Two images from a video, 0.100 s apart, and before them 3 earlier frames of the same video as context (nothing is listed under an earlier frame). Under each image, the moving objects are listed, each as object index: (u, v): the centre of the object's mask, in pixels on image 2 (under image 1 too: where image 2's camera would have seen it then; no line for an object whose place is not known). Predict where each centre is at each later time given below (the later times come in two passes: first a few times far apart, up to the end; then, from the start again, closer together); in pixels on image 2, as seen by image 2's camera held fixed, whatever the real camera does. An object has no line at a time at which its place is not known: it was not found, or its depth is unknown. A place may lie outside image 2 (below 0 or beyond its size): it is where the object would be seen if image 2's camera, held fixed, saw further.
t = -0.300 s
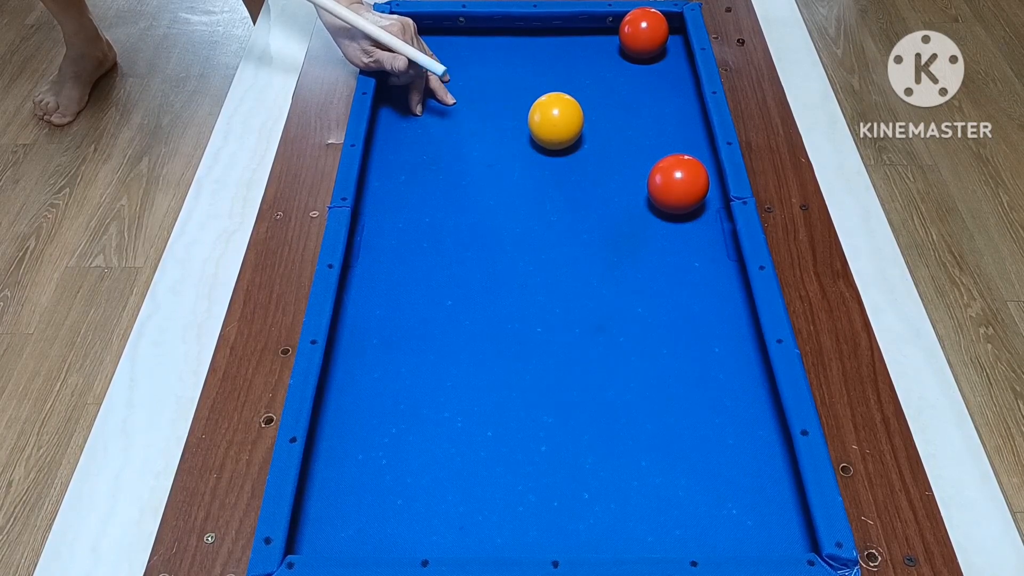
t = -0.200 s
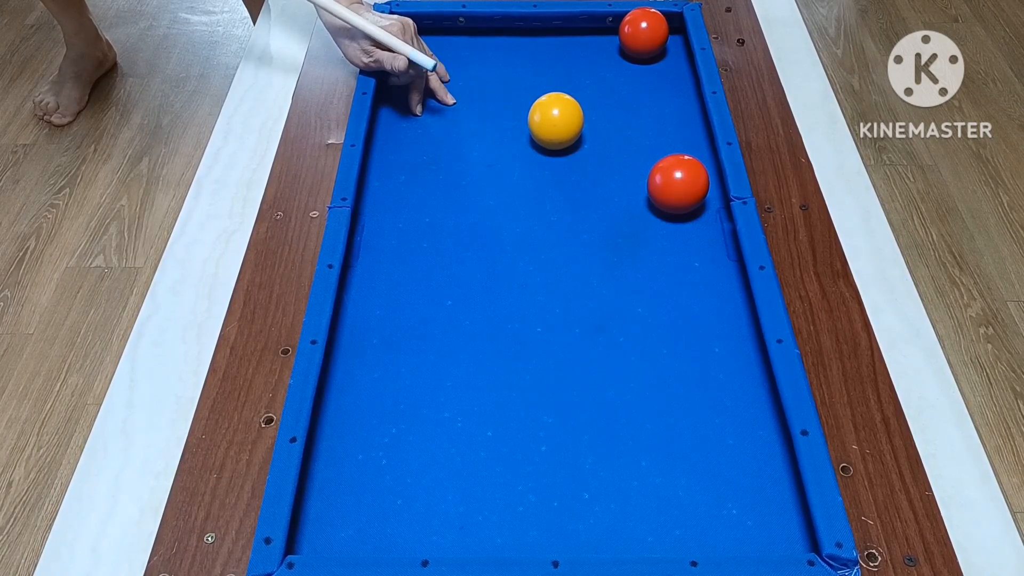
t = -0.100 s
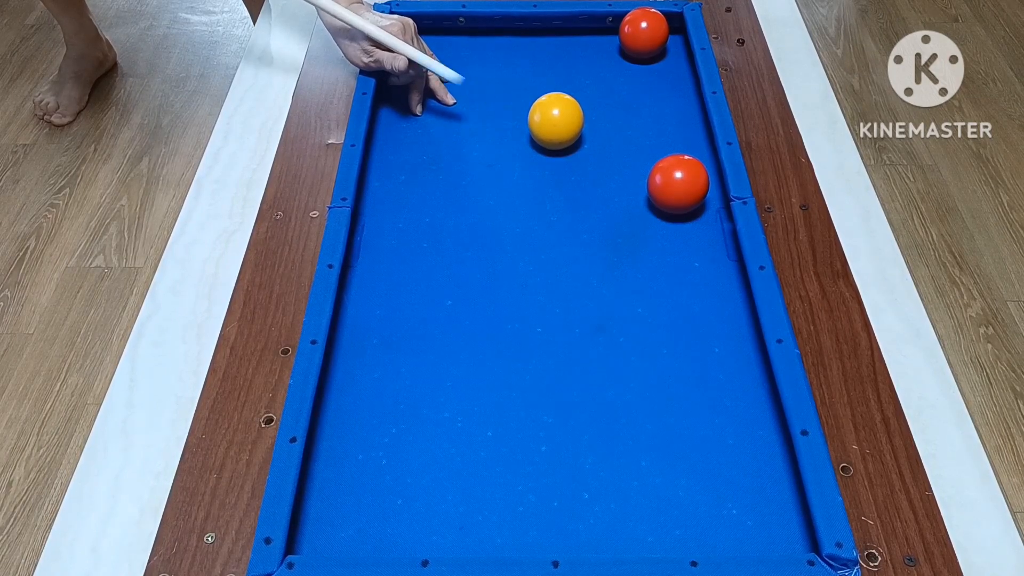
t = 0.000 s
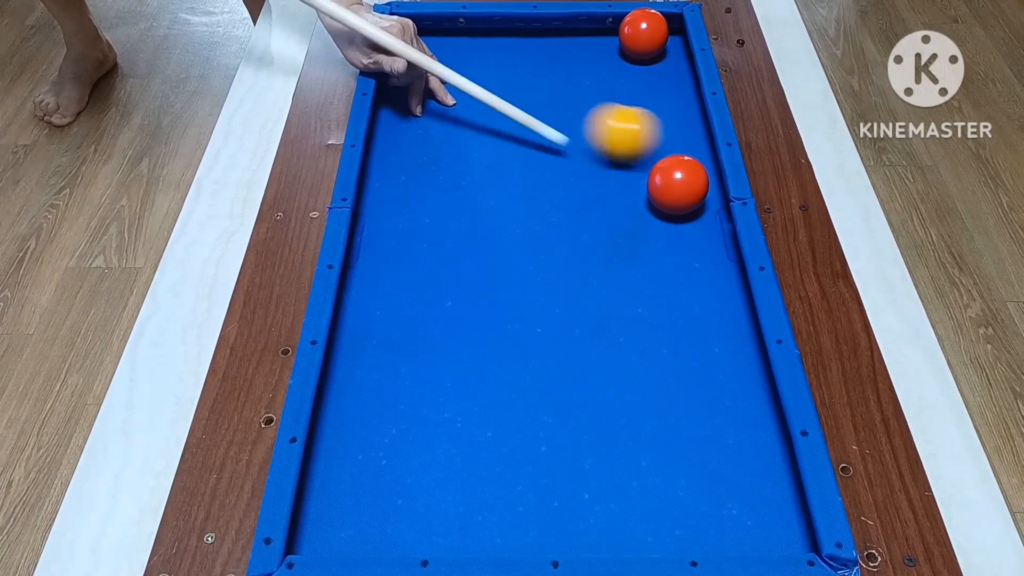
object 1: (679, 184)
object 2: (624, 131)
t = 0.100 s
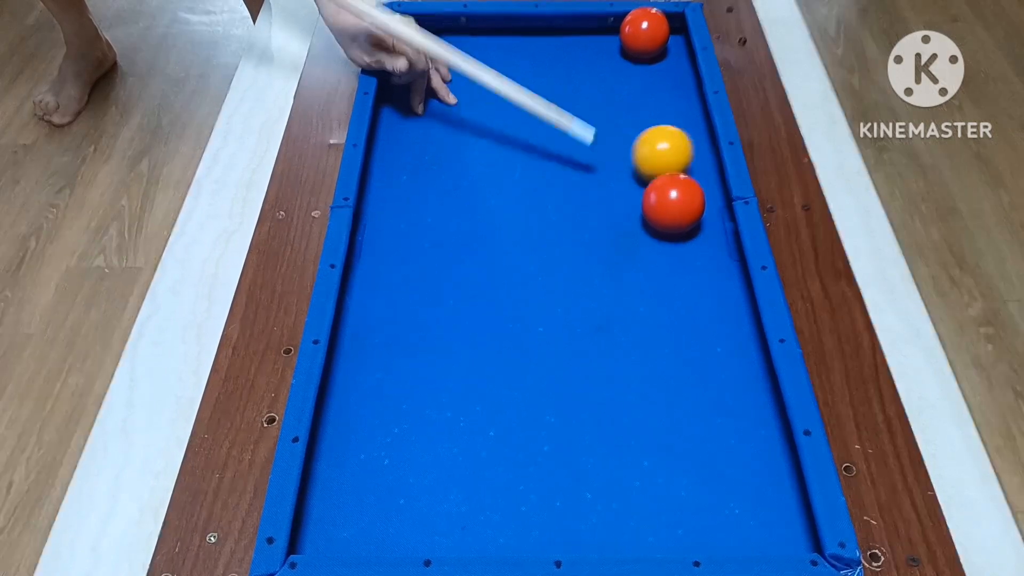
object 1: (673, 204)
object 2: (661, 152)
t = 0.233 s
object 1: (663, 243)
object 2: (599, 173)
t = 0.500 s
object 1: (643, 329)
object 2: (469, 209)
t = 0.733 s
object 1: (622, 414)
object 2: (392, 236)
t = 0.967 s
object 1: (597, 512)
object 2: (432, 244)
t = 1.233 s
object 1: (569, 474)
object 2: (475, 251)
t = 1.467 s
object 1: (547, 434)
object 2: (511, 257)
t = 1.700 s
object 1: (529, 398)
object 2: (546, 264)
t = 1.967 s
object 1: (514, 362)
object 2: (584, 270)
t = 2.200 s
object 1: (503, 336)
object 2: (614, 275)
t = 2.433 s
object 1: (494, 314)
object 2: (639, 281)
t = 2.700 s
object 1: (486, 292)
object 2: (666, 287)
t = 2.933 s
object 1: (480, 277)
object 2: (687, 292)
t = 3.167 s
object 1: (475, 264)
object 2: (707, 296)
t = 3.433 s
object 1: (472, 253)
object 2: (715, 299)
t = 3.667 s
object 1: (471, 244)
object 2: (707, 299)
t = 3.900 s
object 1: (471, 238)
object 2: (704, 300)
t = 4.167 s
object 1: (473, 233)
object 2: (704, 301)
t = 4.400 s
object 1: (475, 230)
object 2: (708, 301)
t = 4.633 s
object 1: (477, 229)
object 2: (708, 301)
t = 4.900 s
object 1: (477, 229)
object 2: (708, 301)
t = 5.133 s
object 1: (477, 229)
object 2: (707, 301)
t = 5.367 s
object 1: (476, 230)
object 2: (706, 301)
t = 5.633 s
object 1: (476, 231)
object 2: (705, 300)
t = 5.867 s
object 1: (477, 231)
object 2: (705, 300)
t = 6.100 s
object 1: (477, 231)
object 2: (705, 300)
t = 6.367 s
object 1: (479, 230)
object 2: (707, 301)
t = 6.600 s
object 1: (479, 230)
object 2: (707, 301)
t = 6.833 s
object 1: (479, 230)
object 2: (707, 301)
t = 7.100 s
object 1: (479, 230)
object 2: (707, 301)
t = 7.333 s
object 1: (479, 230)
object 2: (706, 301)
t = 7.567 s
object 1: (479, 230)
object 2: (706, 301)
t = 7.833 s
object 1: (479, 230)
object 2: (706, 301)
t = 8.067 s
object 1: (479, 230)
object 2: (706, 300)
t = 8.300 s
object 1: (479, 230)
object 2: (707, 301)
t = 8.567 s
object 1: (479, 230)
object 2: (707, 300)
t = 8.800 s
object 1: (479, 230)
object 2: (707, 301)
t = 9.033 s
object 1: (479, 230)
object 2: (707, 301)
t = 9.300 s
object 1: (479, 230)
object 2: (707, 301)
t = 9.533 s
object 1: (479, 230)
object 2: (707, 301)
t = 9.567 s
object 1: (479, 230)
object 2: (707, 301)
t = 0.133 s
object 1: (671, 213)
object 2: (646, 158)
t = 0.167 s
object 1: (669, 223)
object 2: (630, 163)
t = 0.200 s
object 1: (666, 233)
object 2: (614, 168)
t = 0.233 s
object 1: (663, 243)
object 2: (599, 173)
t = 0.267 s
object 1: (661, 252)
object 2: (583, 178)
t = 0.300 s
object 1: (659, 263)
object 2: (567, 182)
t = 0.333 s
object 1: (656, 274)
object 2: (551, 186)
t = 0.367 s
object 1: (654, 285)
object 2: (534, 191)
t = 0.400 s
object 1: (651, 295)
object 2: (518, 196)
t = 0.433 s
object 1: (649, 307)
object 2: (502, 200)
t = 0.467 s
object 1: (646, 317)
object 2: (486, 205)
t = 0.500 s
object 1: (643, 329)
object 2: (469, 209)
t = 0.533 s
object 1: (640, 340)
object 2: (452, 214)
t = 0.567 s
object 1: (638, 352)
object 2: (435, 219)
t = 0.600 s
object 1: (635, 363)
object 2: (419, 223)
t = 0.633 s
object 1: (632, 376)
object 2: (401, 228)
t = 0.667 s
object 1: (629, 388)
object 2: (384, 233)
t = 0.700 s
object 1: (626, 401)
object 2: (385, 235)
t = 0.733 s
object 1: (622, 414)
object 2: (392, 236)
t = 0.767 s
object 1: (619, 427)
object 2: (398, 237)
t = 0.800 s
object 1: (616, 441)
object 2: (404, 238)
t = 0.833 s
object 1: (612, 454)
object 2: (410, 240)
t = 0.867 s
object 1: (608, 469)
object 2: (416, 241)
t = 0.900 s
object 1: (605, 483)
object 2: (421, 242)
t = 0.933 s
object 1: (601, 497)
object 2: (427, 242)
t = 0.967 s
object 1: (597, 512)
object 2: (432, 244)
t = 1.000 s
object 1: (593, 518)
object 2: (438, 245)
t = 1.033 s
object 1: (589, 512)
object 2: (443, 245)
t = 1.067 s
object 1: (586, 505)
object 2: (449, 246)
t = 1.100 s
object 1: (582, 499)
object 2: (454, 248)
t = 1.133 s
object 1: (579, 493)
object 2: (459, 248)
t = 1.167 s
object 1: (576, 487)
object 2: (465, 249)
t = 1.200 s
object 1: (572, 480)
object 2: (470, 250)
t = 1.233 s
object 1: (569, 474)
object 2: (475, 251)
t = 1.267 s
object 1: (566, 468)
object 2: (480, 252)
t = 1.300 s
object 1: (562, 463)
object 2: (485, 253)
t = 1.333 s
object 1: (559, 457)
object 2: (491, 254)
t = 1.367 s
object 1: (556, 450)
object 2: (496, 255)
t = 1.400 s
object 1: (553, 445)
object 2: (501, 255)
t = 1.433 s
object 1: (550, 439)
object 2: (506, 257)
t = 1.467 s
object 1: (547, 434)
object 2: (511, 257)
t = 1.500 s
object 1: (544, 429)
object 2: (516, 259)
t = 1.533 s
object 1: (541, 423)
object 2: (521, 260)
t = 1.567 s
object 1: (539, 418)
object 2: (526, 260)
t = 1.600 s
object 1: (536, 413)
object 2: (531, 261)
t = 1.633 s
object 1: (534, 408)
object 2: (536, 262)
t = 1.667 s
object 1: (532, 403)
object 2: (541, 263)
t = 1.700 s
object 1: (529, 398)
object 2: (546, 264)
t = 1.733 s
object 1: (527, 393)
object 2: (551, 265)
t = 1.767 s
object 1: (525, 388)
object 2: (556, 266)
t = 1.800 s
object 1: (523, 384)
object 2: (561, 266)
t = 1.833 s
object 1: (521, 379)
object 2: (565, 267)
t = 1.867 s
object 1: (519, 375)
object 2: (570, 268)
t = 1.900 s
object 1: (517, 371)
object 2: (575, 269)
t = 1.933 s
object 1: (515, 367)
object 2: (579, 270)
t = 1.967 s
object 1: (514, 362)
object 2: (584, 270)
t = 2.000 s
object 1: (512, 358)
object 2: (589, 271)
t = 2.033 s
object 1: (510, 355)
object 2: (593, 272)
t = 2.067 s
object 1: (509, 350)
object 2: (597, 273)
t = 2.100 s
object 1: (507, 347)
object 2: (601, 273)
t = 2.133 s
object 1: (506, 343)
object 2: (606, 274)
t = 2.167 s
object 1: (504, 340)
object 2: (609, 275)
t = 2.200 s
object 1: (503, 336)
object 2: (614, 275)
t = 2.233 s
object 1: (501, 333)
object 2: (617, 276)
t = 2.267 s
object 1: (500, 330)
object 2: (621, 277)
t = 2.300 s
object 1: (498, 326)
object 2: (625, 278)
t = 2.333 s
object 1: (497, 323)
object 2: (628, 278)
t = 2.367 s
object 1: (496, 320)
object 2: (632, 279)
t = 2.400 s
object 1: (495, 317)
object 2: (636, 280)
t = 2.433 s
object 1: (494, 314)
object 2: (639, 281)
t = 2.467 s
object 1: (493, 311)
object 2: (643, 282)
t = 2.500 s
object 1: (491, 308)
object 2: (646, 282)
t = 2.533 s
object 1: (490, 305)
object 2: (650, 283)
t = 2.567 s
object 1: (489, 303)
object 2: (653, 284)
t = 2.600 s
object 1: (488, 300)
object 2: (656, 285)
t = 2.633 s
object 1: (488, 297)
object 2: (660, 286)
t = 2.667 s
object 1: (486, 295)
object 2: (663, 286)
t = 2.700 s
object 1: (486, 292)
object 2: (666, 287)
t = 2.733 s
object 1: (485, 290)
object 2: (669, 288)
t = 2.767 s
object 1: (484, 288)
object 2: (672, 289)
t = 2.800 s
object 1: (483, 285)
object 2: (675, 289)
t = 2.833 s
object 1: (482, 283)
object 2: (678, 290)
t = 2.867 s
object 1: (481, 281)
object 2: (681, 291)
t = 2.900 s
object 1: (480, 279)
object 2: (684, 292)
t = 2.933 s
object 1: (480, 277)
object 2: (687, 292)
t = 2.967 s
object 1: (479, 275)
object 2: (690, 293)
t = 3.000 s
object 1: (478, 273)
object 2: (693, 294)
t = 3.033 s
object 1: (477, 271)
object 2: (696, 294)
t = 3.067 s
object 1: (477, 269)
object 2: (699, 295)
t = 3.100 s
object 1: (476, 267)
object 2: (702, 295)
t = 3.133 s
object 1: (475, 266)
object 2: (704, 295)
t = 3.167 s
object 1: (475, 264)
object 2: (707, 296)
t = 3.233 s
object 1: (474, 261)
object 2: (712, 297)
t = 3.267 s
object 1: (473, 259)
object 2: (715, 298)
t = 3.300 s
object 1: (473, 258)
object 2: (717, 298)
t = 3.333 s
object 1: (473, 256)
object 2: (719, 299)
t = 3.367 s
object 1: (473, 255)
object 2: (718, 299)
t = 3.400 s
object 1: (472, 254)
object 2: (716, 299)
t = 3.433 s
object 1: (472, 253)
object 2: (715, 299)
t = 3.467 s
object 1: (471, 251)
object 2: (714, 299)
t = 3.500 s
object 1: (471, 250)
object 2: (712, 299)
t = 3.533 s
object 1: (471, 249)
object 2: (711, 299)
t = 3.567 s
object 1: (471, 248)
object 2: (710, 299)
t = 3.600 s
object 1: (471, 246)
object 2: (709, 299)
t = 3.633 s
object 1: (471, 245)
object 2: (708, 299)
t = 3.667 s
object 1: (471, 244)
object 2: (707, 299)
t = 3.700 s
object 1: (471, 243)
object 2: (706, 299)
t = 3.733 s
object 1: (471, 242)
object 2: (705, 299)
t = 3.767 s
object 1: (471, 242)
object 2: (705, 299)
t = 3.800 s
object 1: (471, 241)
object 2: (704, 299)
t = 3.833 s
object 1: (471, 240)
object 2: (704, 299)
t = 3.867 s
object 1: (471, 239)
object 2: (704, 299)
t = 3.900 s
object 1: (471, 238)
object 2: (704, 300)
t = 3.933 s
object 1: (472, 237)
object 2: (703, 300)
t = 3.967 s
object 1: (472, 236)
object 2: (703, 300)
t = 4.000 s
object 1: (472, 236)
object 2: (703, 300)
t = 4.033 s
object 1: (472, 235)
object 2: (703, 300)
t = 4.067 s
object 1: (472, 235)
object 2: (703, 300)
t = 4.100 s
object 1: (472, 234)
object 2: (703, 300)
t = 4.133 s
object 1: (472, 234)
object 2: (703, 301)
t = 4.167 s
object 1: (473, 233)
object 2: (704, 301)
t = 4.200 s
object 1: (474, 233)
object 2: (705, 301)
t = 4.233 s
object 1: (474, 232)
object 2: (705, 301)
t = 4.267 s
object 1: (474, 231)
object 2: (706, 301)
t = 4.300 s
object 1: (474, 231)
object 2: (706, 301)
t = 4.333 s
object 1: (475, 231)
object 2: (707, 301)
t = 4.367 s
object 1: (475, 230)
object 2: (707, 301)
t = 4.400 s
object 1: (475, 230)
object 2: (708, 301)
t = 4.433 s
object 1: (475, 230)
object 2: (708, 301)
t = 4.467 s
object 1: (476, 230)
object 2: (708, 301)
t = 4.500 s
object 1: (476, 229)
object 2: (708, 301)
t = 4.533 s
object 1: (476, 229)
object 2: (708, 301)
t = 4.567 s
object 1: (477, 229)
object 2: (708, 301)
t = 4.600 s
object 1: (477, 229)
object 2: (708, 301)
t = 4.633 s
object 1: (477, 229)
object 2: (708, 301)
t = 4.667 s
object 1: (477, 229)
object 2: (708, 301)
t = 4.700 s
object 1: (477, 229)
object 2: (708, 301)
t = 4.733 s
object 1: (477, 229)
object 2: (708, 301)
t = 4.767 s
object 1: (477, 229)
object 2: (708, 301)
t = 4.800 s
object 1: (477, 229)
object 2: (708, 301)
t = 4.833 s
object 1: (477, 229)
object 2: (708, 301)
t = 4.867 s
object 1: (477, 229)
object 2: (708, 301)
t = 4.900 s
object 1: (477, 229)
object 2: (708, 301)
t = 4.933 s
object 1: (477, 229)
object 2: (708, 301)
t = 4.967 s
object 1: (477, 229)
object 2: (707, 301)
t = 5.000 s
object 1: (477, 229)
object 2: (707, 301)
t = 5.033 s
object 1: (477, 229)
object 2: (707, 301)
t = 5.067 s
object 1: (477, 229)
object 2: (707, 301)
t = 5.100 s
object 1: (477, 229)
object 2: (707, 301)
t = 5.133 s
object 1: (477, 229)
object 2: (707, 301)
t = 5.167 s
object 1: (477, 229)
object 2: (707, 301)
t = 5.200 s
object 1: (477, 229)
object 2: (707, 301)
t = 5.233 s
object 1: (478, 229)
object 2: (707, 301)
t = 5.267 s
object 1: (477, 229)
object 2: (707, 301)
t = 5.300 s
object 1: (477, 229)
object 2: (707, 301)
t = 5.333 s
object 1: (477, 230)
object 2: (707, 301)
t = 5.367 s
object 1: (476, 230)
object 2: (706, 301)
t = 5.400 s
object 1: (476, 230)
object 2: (706, 300)
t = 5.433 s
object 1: (476, 230)
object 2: (706, 300)
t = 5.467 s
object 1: (476, 230)
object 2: (706, 300)
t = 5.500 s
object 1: (476, 230)
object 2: (706, 300)
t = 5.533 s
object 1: (476, 230)
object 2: (705, 300)
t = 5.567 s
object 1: (476, 231)
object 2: (705, 300)
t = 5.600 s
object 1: (476, 231)
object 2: (705, 300)
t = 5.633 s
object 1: (476, 231)
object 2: (705, 300)
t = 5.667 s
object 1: (476, 231)
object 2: (705, 300)
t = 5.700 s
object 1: (476, 231)
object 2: (704, 300)
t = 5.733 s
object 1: (476, 231)
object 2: (704, 300)
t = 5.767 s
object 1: (476, 231)
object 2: (704, 300)
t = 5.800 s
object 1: (476, 231)
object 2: (705, 300)
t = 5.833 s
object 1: (477, 230)
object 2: (705, 300)
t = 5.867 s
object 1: (477, 231)
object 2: (705, 300)
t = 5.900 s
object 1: (477, 230)
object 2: (705, 300)
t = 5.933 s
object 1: (477, 231)
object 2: (705, 300)
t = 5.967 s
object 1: (477, 231)
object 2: (705, 300)
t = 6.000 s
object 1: (477, 231)
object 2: (705, 300)
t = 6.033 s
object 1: (477, 231)
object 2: (705, 300)
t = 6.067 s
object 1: (477, 231)
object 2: (705, 300)
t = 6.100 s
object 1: (477, 231)
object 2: (705, 300)
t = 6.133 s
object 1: (477, 231)
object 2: (705, 300)
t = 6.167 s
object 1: (477, 231)
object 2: (706, 300)
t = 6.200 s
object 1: (478, 230)
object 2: (706, 301)
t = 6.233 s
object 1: (478, 230)
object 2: (706, 301)
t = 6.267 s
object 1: (479, 230)
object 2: (706, 301)
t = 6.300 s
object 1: (479, 230)
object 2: (706, 301)
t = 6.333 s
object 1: (479, 230)
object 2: (707, 301)
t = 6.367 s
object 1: (479, 230)
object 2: (707, 301)
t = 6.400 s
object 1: (479, 230)
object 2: (706, 301)
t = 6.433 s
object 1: (479, 230)
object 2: (707, 301)
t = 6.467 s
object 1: (479, 230)
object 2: (707, 301)
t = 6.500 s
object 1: (479, 230)
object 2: (707, 301)
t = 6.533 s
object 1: (479, 230)
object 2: (707, 300)
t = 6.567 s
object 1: (479, 230)
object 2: (707, 301)
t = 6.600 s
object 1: (479, 230)
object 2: (707, 301)
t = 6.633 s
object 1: (479, 230)
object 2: (706, 301)
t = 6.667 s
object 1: (479, 230)
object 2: (706, 301)
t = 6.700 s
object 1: (479, 230)
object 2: (706, 301)
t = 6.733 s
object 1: (479, 230)
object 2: (706, 301)
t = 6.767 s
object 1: (479, 230)
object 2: (707, 301)
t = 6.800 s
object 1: (479, 230)
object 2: (707, 301)
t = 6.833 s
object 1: (479, 230)
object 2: (707, 301)
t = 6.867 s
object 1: (479, 230)
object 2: (707, 301)
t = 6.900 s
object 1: (479, 230)
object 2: (707, 301)
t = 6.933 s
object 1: (479, 230)
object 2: (706, 300)
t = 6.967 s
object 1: (479, 230)
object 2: (707, 301)
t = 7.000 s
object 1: (479, 230)
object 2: (706, 301)
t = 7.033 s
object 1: (479, 230)
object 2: (706, 301)
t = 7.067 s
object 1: (479, 230)
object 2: (706, 301)
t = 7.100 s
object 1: (479, 230)
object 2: (707, 301)
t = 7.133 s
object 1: (479, 230)
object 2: (707, 301)
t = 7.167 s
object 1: (479, 230)
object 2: (707, 301)
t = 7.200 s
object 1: (479, 230)
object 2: (707, 301)
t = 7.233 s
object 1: (479, 230)
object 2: (707, 301)
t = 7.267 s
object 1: (479, 230)
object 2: (707, 301)
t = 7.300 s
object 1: (479, 230)
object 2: (707, 301)
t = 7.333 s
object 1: (479, 230)
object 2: (706, 301)
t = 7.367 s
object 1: (479, 230)
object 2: (706, 301)
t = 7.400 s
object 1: (479, 230)
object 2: (707, 301)
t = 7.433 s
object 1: (479, 230)
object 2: (707, 301)
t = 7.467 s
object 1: (479, 230)
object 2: (707, 301)
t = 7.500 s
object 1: (479, 230)
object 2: (707, 301)
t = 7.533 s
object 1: (479, 230)
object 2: (707, 301)
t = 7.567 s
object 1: (479, 230)
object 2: (706, 301)
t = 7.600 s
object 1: (479, 230)
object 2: (706, 301)
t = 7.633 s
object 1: (479, 230)
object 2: (706, 301)
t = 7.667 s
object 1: (479, 230)
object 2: (706, 301)
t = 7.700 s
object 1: (479, 230)
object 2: (706, 301)
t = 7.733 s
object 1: (479, 230)
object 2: (706, 301)
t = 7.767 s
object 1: (479, 230)
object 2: (706, 301)
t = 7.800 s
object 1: (479, 230)
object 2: (706, 301)
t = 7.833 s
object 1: (479, 230)
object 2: (706, 301)
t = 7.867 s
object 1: (479, 230)
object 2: (706, 301)
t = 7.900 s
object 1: (479, 230)
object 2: (706, 301)
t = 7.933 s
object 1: (479, 230)
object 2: (706, 301)
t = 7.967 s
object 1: (479, 230)
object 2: (706, 301)
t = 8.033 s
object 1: (479, 230)
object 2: (707, 300)
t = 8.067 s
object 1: (479, 230)
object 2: (706, 300)
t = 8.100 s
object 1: (479, 230)
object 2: (707, 301)
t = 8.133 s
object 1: (479, 230)
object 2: (707, 300)
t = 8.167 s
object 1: (479, 230)
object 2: (707, 301)
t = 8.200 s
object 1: (479, 230)
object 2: (707, 301)
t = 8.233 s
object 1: (479, 230)
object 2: (707, 301)
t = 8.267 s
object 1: (479, 230)
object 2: (707, 301)
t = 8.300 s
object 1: (479, 230)
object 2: (707, 301)
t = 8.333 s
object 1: (479, 230)
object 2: (707, 301)
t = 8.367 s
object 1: (479, 230)
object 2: (707, 301)
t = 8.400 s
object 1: (479, 230)
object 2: (707, 301)
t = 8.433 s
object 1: (479, 230)
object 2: (707, 301)
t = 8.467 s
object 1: (479, 230)
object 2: (707, 301)
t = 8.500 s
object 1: (479, 230)
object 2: (707, 301)
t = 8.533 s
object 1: (479, 230)
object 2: (707, 301)
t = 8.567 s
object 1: (479, 230)
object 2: (707, 300)
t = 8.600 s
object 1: (479, 230)
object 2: (707, 300)
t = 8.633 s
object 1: (479, 230)
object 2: (707, 301)
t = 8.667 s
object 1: (479, 230)
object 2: (707, 301)
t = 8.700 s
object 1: (479, 230)
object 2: (706, 301)
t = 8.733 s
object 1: (479, 230)
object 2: (707, 301)
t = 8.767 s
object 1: (479, 230)
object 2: (706, 301)
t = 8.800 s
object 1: (479, 230)
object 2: (707, 301)
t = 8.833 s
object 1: (479, 230)
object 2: (707, 301)
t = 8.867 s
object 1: (479, 230)
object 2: (707, 301)
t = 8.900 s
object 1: (479, 230)
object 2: (707, 301)
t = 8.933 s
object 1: (479, 230)
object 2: (707, 301)
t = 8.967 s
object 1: (479, 230)
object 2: (707, 300)
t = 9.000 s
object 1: (479, 230)
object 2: (707, 301)
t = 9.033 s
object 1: (479, 230)
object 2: (707, 301)
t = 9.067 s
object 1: (479, 230)
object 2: (707, 301)
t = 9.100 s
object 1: (479, 230)
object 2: (707, 301)
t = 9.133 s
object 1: (479, 230)
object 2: (707, 300)
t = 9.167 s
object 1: (479, 230)
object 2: (707, 300)
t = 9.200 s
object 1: (479, 230)
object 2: (707, 301)
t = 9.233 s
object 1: (479, 230)
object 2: (707, 301)
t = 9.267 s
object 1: (479, 230)
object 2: (707, 301)
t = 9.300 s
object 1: (479, 230)
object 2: (707, 301)
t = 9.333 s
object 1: (479, 230)
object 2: (707, 301)
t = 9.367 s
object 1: (479, 230)
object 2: (707, 301)
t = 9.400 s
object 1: (479, 230)
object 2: (707, 301)
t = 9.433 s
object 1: (479, 230)
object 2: (707, 301)
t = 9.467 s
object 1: (479, 230)
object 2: (707, 301)
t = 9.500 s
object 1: (479, 230)
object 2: (707, 301)
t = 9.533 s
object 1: (479, 230)
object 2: (707, 301)
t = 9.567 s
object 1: (479, 230)
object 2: (707, 301)
